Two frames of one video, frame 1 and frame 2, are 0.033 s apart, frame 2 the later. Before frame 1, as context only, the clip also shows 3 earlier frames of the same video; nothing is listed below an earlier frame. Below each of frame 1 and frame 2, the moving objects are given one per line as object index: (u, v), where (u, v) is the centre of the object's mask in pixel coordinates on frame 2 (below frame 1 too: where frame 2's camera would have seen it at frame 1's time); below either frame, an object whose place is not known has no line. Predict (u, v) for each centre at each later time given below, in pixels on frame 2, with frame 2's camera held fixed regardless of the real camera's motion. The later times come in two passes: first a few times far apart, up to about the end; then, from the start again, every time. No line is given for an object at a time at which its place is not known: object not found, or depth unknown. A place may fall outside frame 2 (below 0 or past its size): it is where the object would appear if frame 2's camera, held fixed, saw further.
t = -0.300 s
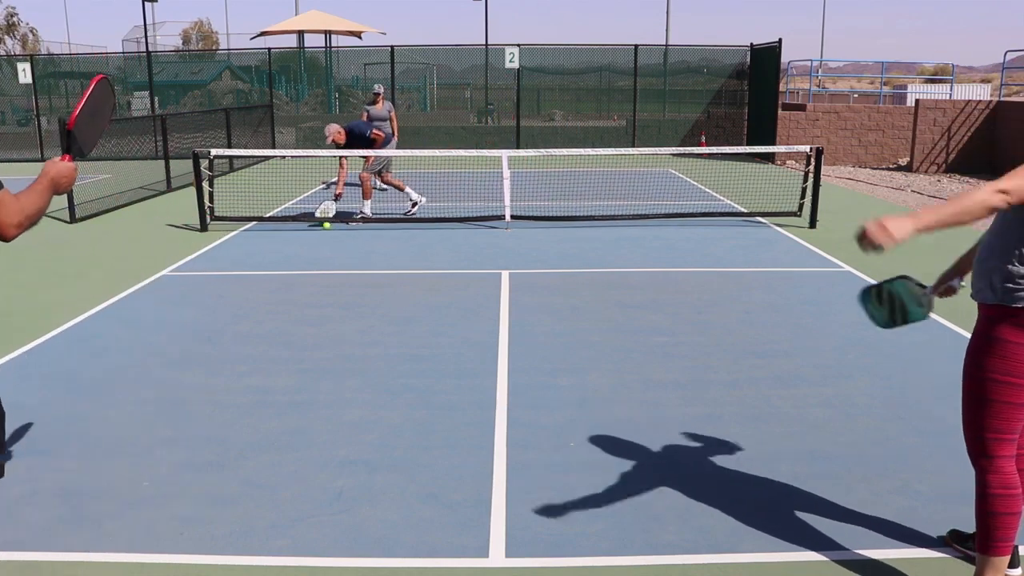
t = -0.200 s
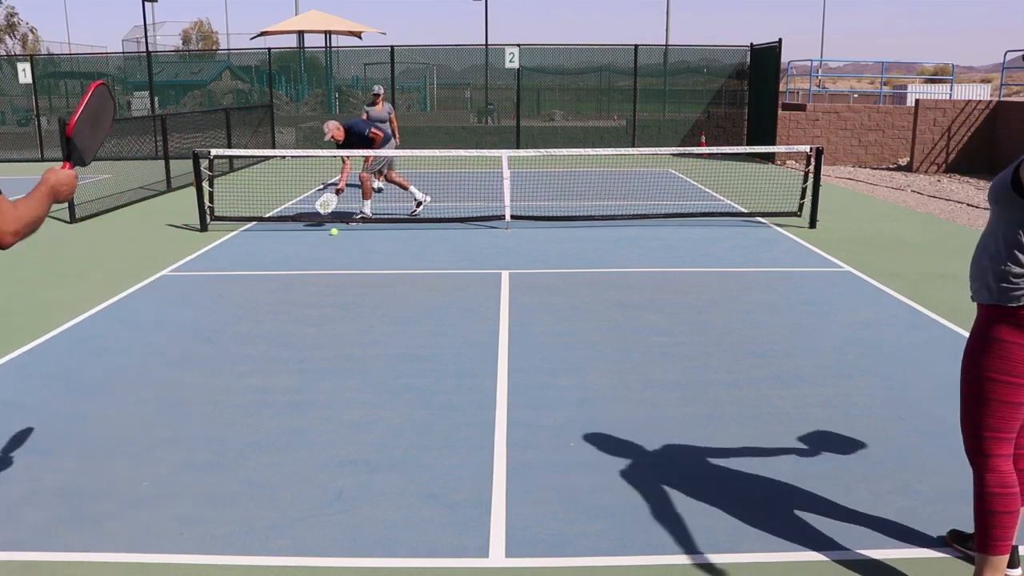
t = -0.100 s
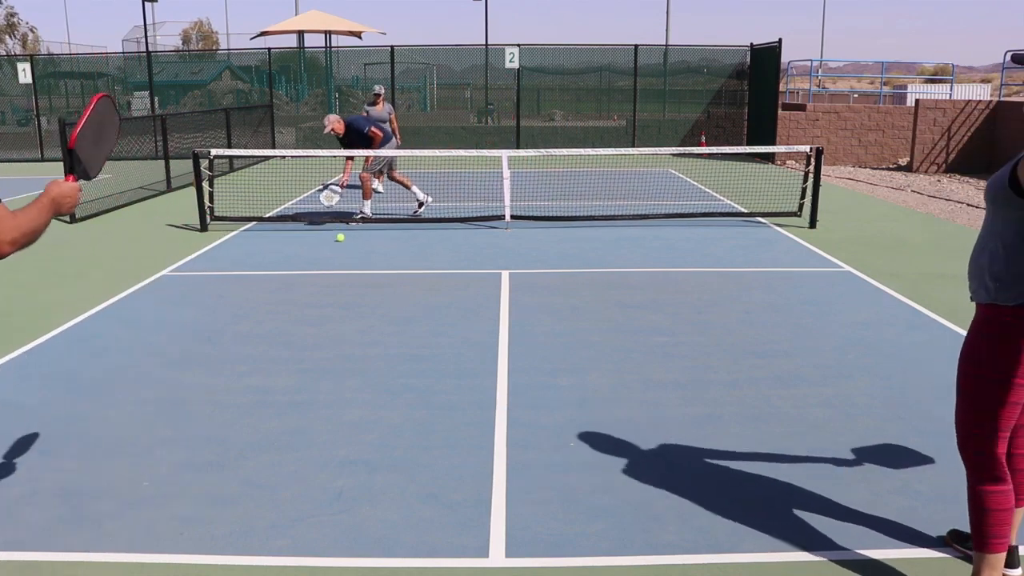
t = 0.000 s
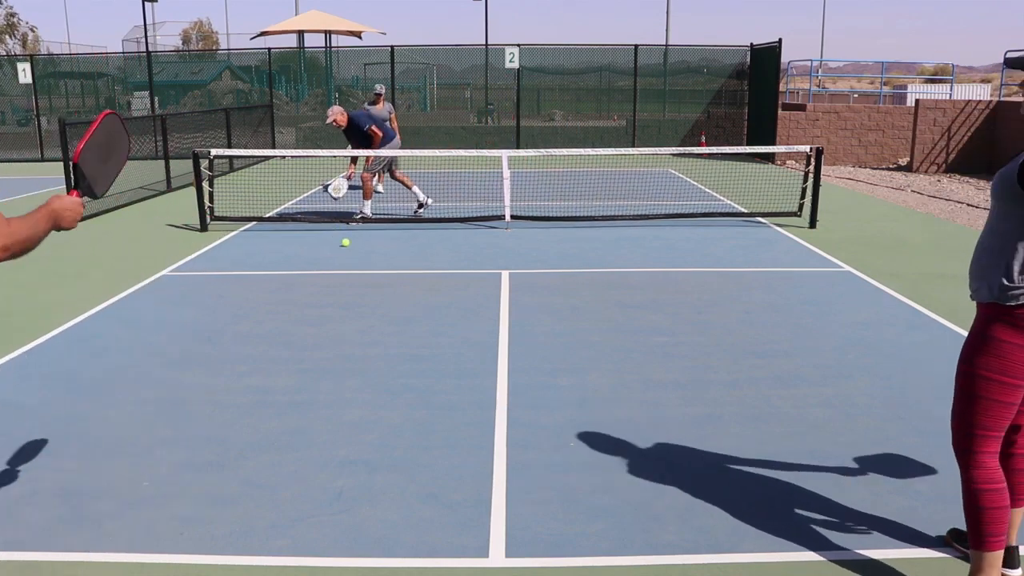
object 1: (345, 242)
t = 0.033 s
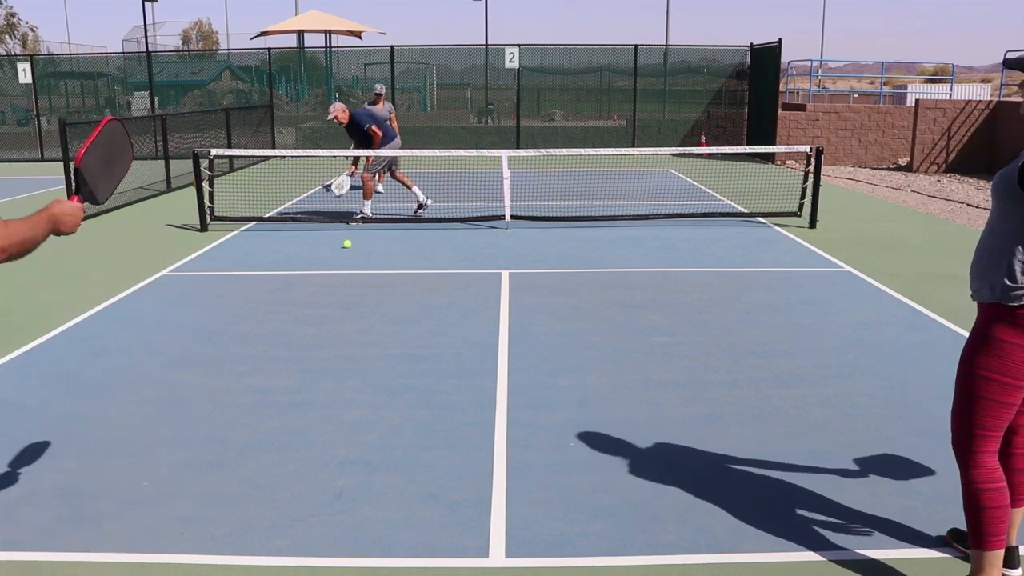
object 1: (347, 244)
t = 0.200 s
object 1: (355, 253)
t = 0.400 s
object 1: (366, 264)
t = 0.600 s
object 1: (379, 277)
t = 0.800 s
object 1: (393, 292)
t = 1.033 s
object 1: (411, 311)
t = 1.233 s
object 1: (429, 328)
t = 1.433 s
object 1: (449, 351)
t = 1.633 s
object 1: (471, 377)
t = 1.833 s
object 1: (495, 404)
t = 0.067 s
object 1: (348, 245)
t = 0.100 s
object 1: (350, 247)
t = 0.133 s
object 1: (352, 249)
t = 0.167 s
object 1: (353, 251)
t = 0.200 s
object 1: (355, 253)
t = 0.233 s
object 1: (357, 254)
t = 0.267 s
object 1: (359, 257)
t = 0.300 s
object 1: (361, 258)
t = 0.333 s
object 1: (363, 261)
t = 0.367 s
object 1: (364, 262)
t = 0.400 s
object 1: (366, 264)
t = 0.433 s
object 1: (368, 266)
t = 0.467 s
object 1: (370, 268)
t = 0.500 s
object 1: (372, 270)
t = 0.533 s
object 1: (375, 272)
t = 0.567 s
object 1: (376, 275)
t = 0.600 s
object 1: (379, 277)
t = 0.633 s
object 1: (381, 279)
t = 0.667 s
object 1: (383, 282)
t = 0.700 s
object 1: (385, 283)
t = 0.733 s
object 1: (387, 285)
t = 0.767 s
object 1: (390, 288)
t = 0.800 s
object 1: (393, 292)
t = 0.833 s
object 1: (395, 294)
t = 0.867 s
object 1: (398, 296)
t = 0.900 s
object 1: (400, 300)
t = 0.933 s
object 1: (403, 302)
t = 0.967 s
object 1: (406, 305)
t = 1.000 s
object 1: (408, 307)
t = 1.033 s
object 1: (411, 311)
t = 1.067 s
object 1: (414, 314)
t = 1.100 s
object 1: (417, 316)
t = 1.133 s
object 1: (420, 320)
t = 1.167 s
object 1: (423, 323)
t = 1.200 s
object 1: (426, 325)
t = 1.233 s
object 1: (429, 328)
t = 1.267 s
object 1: (432, 333)
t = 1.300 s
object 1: (435, 336)
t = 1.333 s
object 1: (439, 339)
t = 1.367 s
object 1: (442, 344)
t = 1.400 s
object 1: (445, 348)
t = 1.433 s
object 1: (449, 351)
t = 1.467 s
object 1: (452, 355)
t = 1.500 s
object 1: (456, 359)
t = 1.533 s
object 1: (460, 364)
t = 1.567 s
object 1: (463, 368)
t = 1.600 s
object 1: (467, 372)
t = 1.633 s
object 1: (471, 377)
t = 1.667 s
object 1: (475, 382)
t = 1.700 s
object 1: (479, 386)
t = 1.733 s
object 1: (483, 389)
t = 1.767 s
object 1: (487, 394)
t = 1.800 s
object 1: (491, 401)
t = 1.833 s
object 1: (495, 404)
